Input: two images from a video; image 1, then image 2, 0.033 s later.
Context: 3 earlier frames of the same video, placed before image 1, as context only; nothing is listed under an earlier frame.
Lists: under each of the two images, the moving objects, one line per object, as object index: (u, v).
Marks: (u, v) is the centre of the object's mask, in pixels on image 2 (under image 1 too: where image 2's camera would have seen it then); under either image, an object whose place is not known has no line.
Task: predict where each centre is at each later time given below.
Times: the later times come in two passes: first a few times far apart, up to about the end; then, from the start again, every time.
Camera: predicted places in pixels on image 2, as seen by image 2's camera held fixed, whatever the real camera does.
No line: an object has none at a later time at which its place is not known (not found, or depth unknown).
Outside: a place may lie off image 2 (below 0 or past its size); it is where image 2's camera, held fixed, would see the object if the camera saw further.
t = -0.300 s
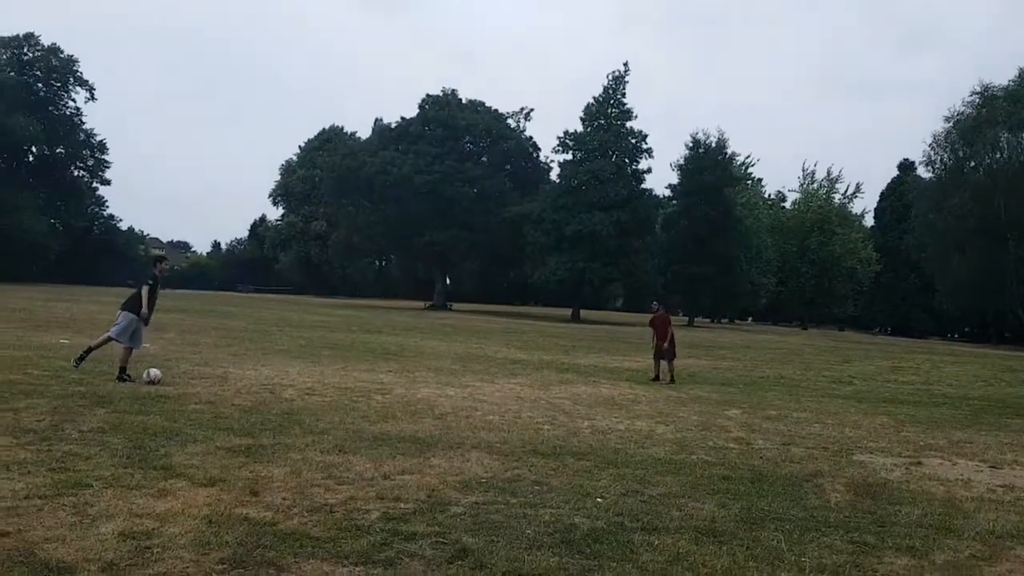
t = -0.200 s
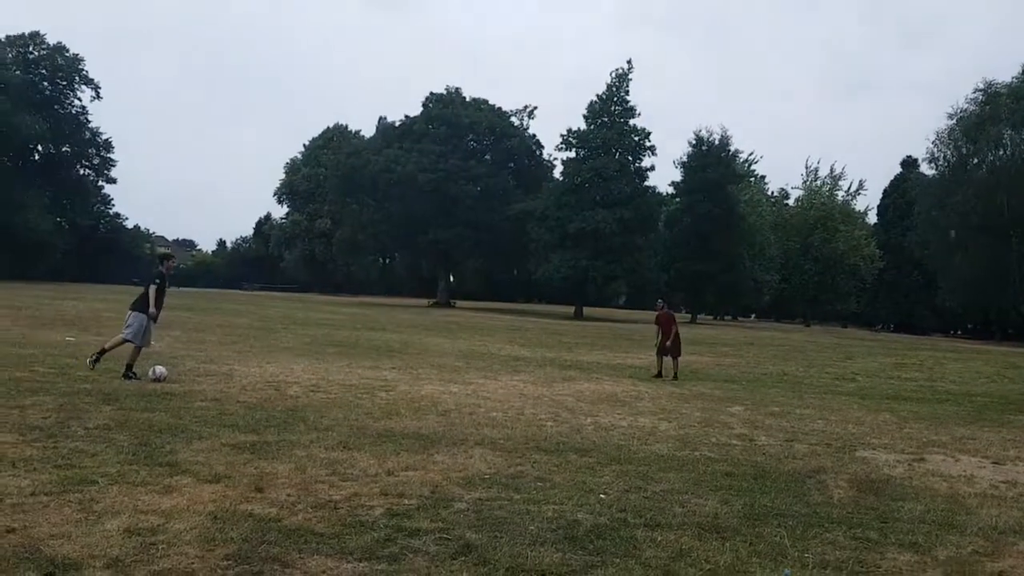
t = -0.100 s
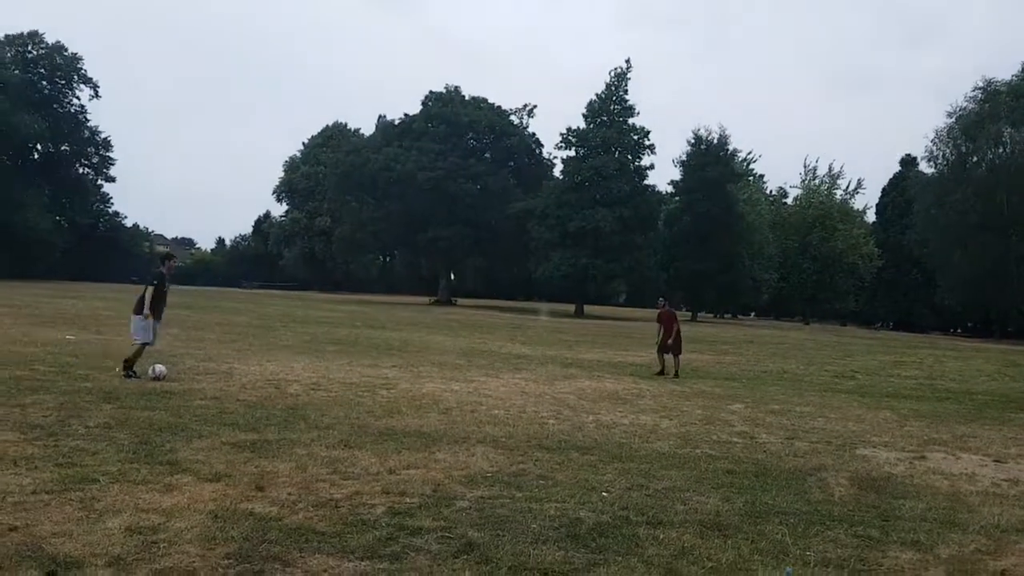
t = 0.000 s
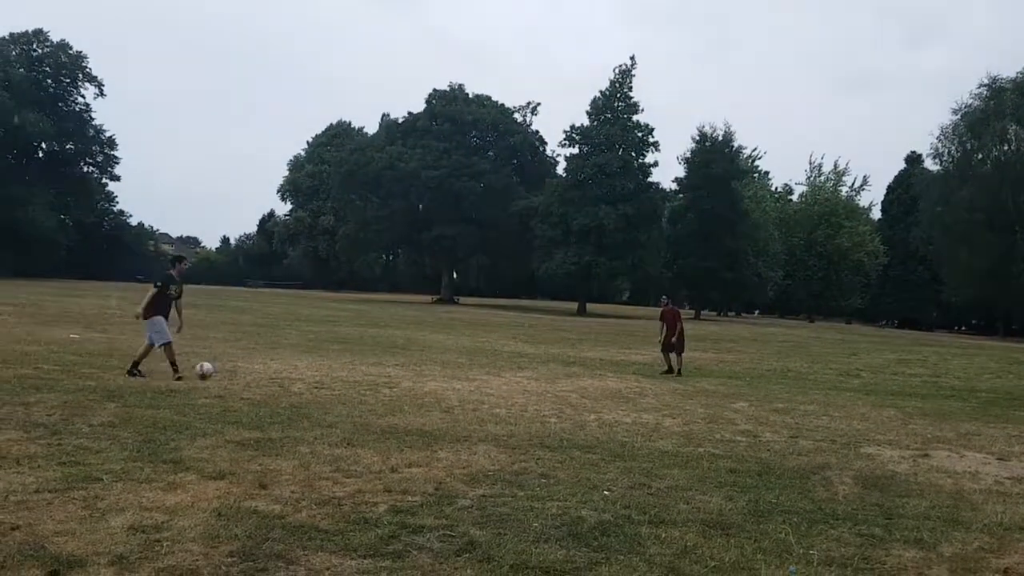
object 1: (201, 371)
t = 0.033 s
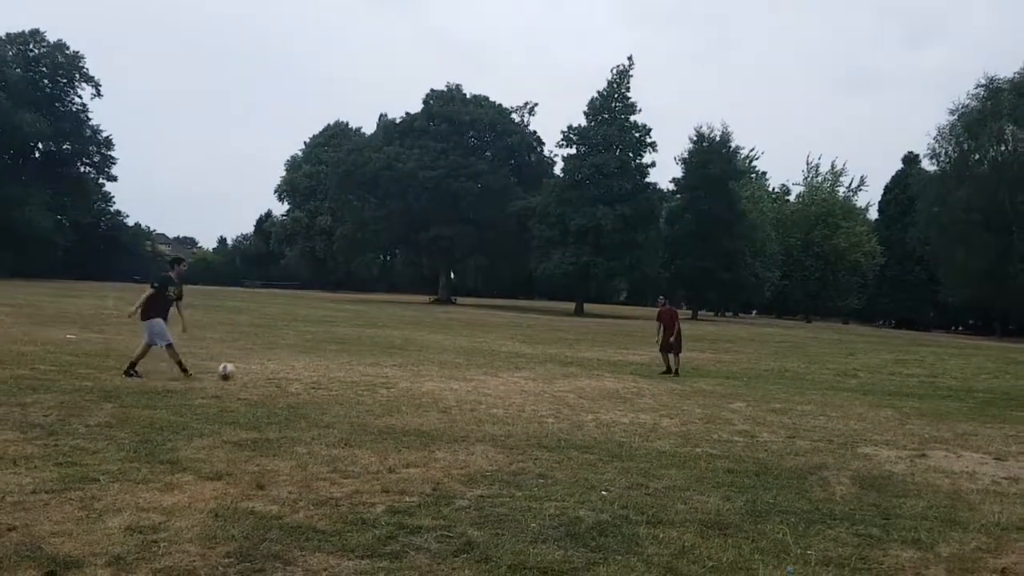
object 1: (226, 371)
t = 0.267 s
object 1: (378, 371)
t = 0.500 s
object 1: (489, 367)
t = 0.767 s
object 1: (584, 368)
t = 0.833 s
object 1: (603, 368)
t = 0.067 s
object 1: (251, 372)
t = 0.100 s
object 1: (275, 373)
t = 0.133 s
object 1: (297, 371)
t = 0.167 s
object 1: (317, 370)
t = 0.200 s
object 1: (338, 369)
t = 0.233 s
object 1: (358, 370)
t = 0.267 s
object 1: (378, 371)
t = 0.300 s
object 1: (397, 374)
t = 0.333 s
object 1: (413, 375)
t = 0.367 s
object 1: (429, 372)
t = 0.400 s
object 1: (445, 368)
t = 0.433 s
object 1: (459, 367)
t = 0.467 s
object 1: (474, 367)
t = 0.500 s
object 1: (489, 367)
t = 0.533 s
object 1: (503, 368)
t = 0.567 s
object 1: (516, 369)
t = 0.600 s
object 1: (530, 372)
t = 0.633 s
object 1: (544, 376)
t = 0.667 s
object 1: (556, 377)
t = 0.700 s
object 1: (565, 373)
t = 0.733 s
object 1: (575, 371)
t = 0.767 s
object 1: (584, 368)
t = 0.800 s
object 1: (594, 368)
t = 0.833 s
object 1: (603, 368)
